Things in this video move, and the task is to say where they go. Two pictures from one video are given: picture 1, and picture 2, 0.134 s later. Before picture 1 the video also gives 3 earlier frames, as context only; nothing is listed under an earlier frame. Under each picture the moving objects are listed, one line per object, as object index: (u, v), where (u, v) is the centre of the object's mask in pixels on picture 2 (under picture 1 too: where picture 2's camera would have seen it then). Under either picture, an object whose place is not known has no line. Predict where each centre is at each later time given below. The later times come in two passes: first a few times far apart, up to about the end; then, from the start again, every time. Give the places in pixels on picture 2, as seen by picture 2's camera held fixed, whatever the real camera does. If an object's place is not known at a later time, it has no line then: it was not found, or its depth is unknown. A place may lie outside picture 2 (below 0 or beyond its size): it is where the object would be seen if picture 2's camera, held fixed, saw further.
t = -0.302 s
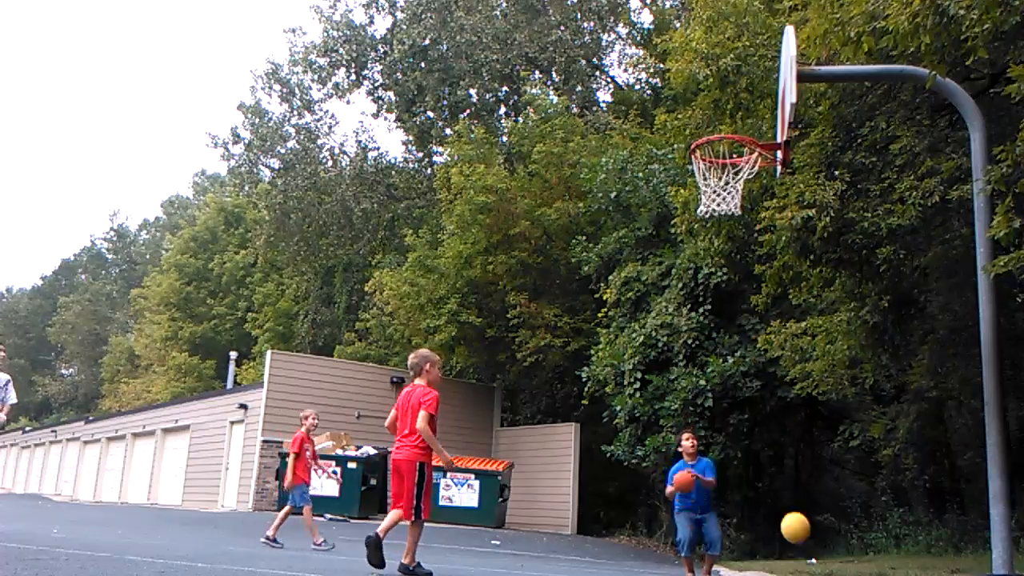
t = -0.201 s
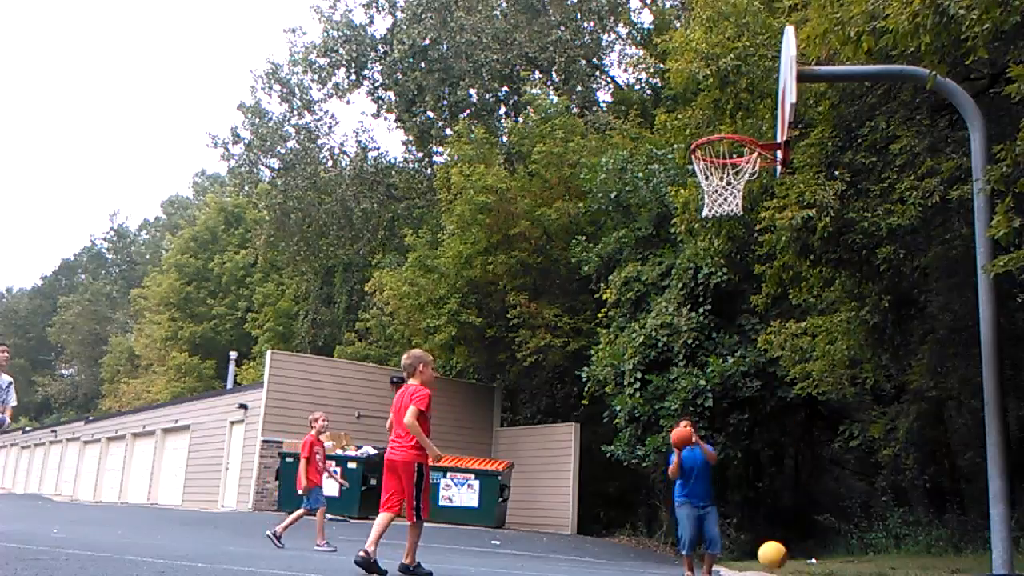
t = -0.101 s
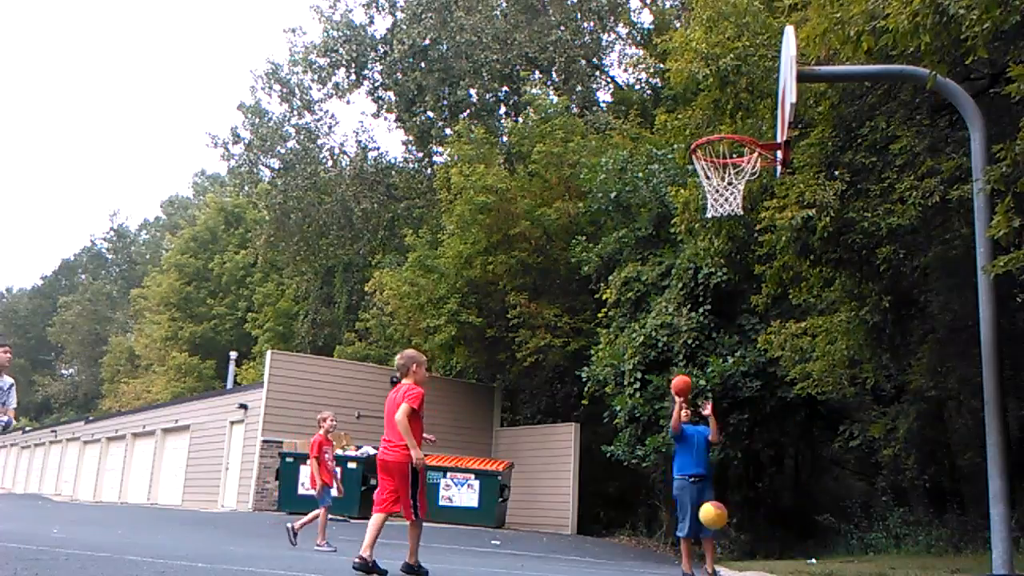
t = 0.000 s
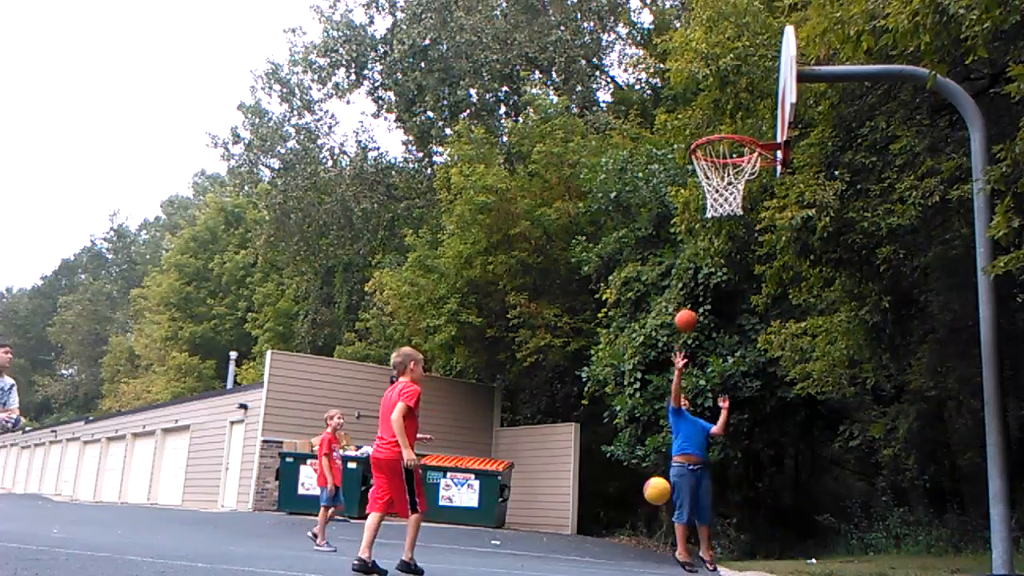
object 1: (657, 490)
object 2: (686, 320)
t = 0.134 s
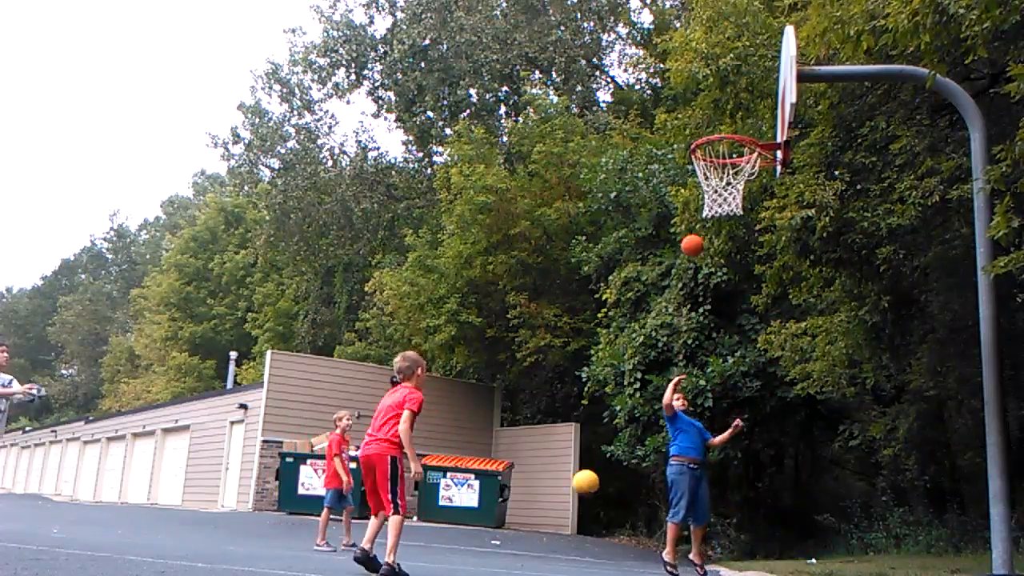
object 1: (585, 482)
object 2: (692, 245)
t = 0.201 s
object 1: (550, 489)
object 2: (694, 214)
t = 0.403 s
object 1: (447, 547)
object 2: (707, 148)
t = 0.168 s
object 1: (567, 485)
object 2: (693, 229)
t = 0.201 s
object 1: (550, 489)
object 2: (694, 214)
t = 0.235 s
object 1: (533, 495)
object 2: (695, 201)
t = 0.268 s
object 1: (515, 502)
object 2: (696, 189)
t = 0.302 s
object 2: (697, 177)
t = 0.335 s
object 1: (481, 522)
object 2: (693, 167)
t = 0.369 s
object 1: (464, 534)
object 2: (705, 152)
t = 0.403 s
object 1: (447, 547)
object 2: (707, 148)
